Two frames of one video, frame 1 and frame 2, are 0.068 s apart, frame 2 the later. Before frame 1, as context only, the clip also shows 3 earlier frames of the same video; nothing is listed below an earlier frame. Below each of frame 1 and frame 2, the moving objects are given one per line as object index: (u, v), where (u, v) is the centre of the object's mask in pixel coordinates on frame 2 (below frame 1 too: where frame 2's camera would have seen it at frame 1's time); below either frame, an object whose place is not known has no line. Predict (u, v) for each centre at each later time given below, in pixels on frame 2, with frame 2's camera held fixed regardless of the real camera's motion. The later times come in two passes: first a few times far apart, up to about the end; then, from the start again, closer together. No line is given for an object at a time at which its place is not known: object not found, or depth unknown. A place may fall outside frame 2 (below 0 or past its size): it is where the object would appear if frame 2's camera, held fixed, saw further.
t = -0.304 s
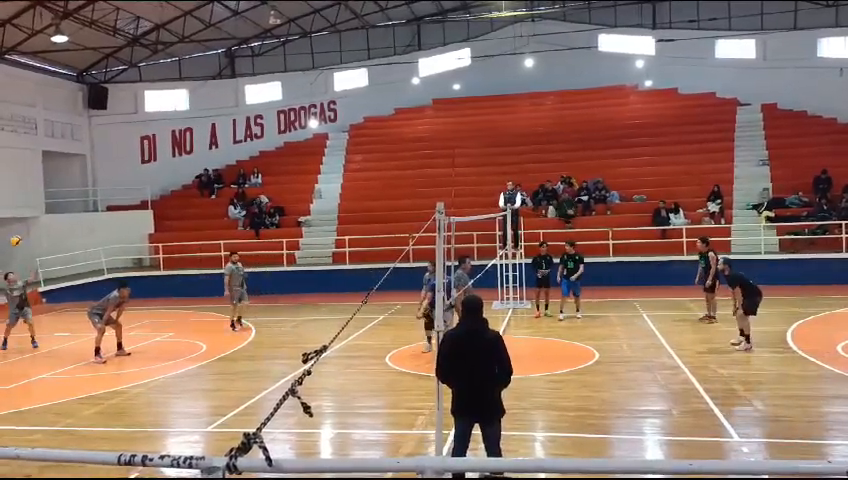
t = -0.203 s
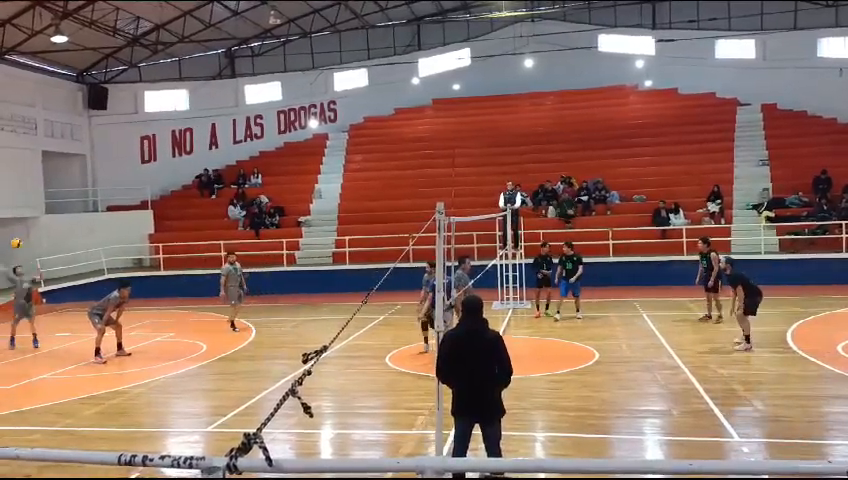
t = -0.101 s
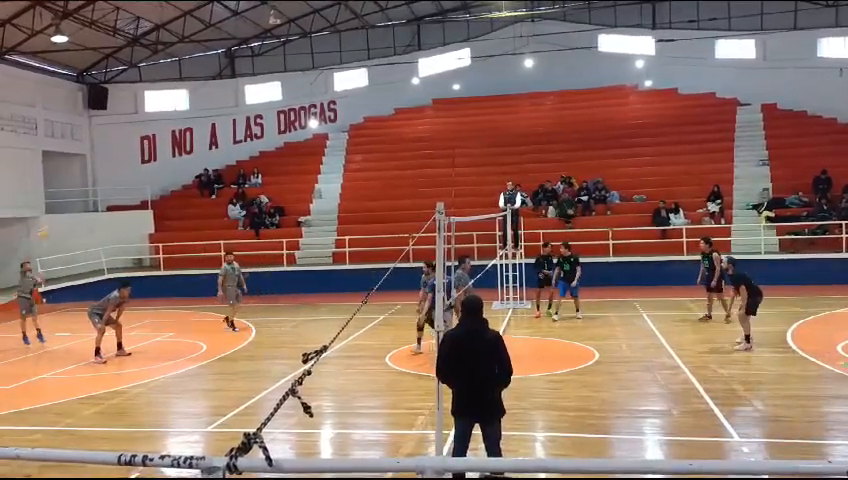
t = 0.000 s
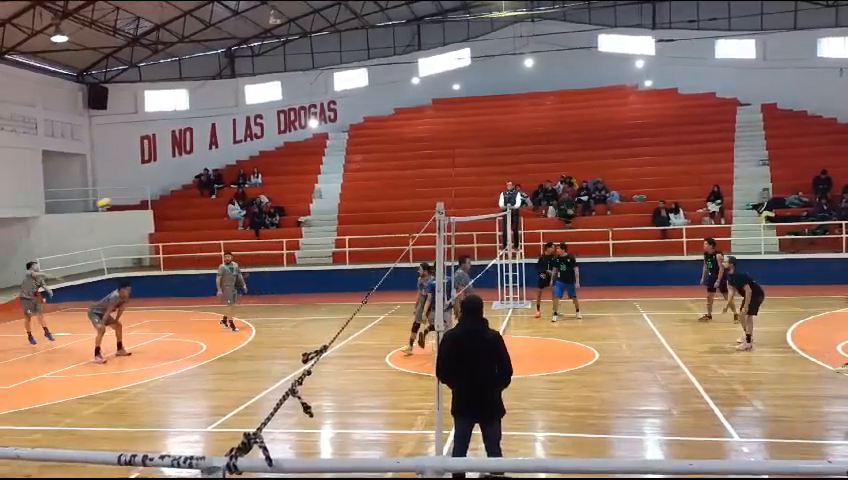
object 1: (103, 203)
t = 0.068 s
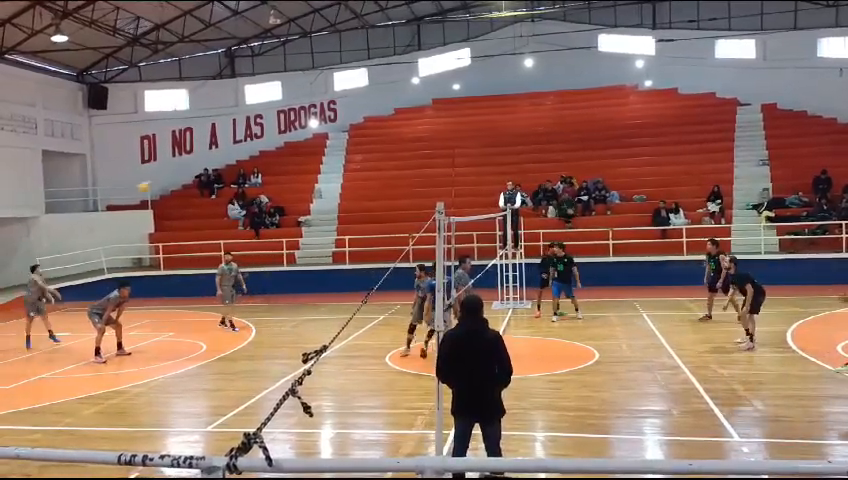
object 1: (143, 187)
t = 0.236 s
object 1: (241, 155)
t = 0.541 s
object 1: (415, 138)
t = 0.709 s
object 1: (512, 150)
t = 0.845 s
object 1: (590, 169)
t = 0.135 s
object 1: (183, 171)
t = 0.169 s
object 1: (202, 166)
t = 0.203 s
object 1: (221, 159)
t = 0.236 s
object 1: (241, 155)
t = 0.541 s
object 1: (415, 138)
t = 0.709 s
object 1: (512, 150)
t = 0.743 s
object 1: (531, 153)
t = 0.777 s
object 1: (551, 158)
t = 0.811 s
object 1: (571, 163)
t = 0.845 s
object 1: (590, 169)
